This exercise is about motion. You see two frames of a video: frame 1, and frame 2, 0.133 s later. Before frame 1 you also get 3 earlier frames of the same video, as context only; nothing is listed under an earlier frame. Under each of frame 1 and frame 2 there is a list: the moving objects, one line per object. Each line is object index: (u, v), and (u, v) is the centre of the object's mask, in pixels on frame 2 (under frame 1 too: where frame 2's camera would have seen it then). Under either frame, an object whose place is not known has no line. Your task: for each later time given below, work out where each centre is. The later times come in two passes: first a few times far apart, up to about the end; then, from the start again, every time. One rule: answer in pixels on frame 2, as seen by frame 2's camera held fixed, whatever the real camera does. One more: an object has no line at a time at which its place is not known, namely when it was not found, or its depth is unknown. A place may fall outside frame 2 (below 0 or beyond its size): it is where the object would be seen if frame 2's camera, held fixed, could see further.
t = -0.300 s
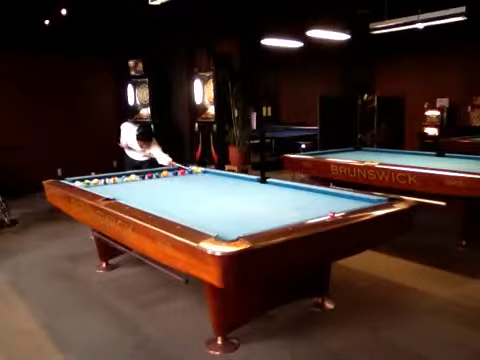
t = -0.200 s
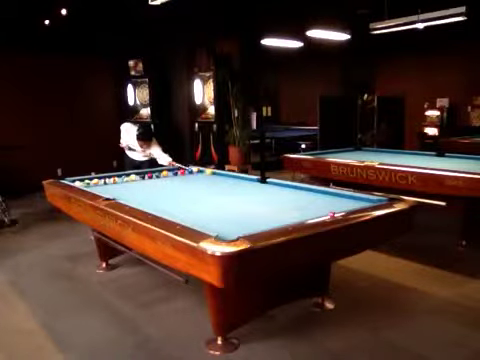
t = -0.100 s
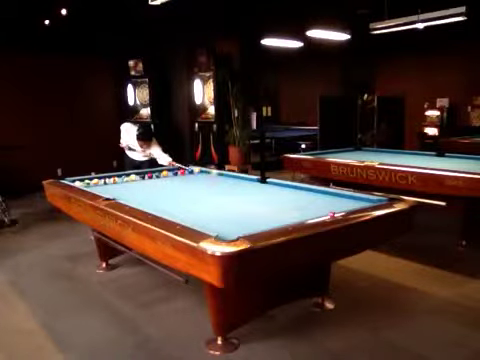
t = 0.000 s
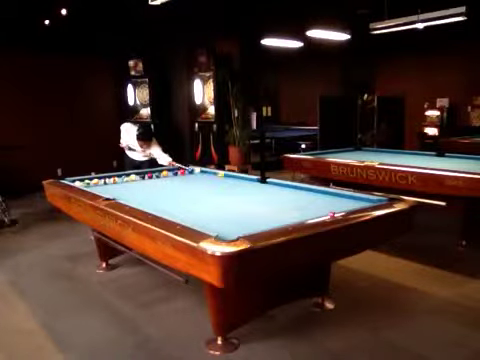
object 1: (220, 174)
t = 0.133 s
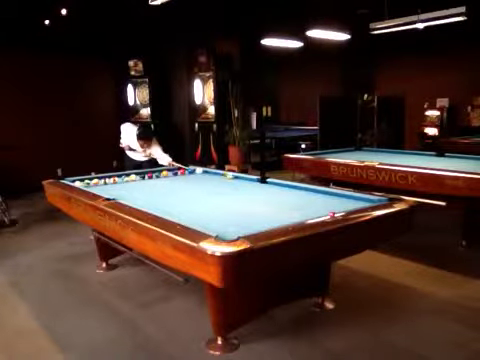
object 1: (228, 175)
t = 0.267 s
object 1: (238, 178)
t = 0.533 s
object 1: (259, 181)
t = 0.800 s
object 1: (281, 185)
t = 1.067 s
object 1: (304, 189)
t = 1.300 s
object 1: (327, 195)
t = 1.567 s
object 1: (357, 200)
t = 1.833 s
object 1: (364, 201)
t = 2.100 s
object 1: (349, 198)
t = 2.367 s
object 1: (336, 196)
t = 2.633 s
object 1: (325, 194)
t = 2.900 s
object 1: (315, 191)
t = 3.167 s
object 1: (304, 189)
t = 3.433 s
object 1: (296, 187)
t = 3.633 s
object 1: (290, 186)
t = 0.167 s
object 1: (229, 176)
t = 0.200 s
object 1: (234, 177)
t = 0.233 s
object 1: (236, 177)
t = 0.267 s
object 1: (238, 178)
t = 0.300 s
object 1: (241, 178)
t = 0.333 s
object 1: (243, 178)
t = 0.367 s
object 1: (246, 179)
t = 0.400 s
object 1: (249, 179)
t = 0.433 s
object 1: (251, 179)
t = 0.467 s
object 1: (255, 180)
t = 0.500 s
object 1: (258, 180)
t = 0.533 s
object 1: (259, 181)
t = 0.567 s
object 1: (261, 181)
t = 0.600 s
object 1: (261, 181)
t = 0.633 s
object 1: (268, 182)
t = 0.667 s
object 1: (269, 183)
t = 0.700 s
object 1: (270, 183)
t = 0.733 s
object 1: (275, 184)
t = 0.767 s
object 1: (277, 185)
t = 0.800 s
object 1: (281, 185)
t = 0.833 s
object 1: (283, 186)
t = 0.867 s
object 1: (286, 187)
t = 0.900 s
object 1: (289, 187)
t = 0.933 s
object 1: (292, 187)
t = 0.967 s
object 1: (295, 188)
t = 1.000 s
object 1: (298, 188)
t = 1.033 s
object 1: (301, 188)
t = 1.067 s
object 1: (304, 189)
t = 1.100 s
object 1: (308, 190)
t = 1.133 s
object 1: (310, 190)
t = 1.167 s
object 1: (314, 190)
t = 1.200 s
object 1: (315, 192)
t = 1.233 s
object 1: (323, 194)
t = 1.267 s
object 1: (324, 194)
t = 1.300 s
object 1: (327, 195)
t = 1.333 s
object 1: (331, 195)
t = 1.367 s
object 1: (334, 196)
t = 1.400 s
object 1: (338, 196)
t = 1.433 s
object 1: (341, 197)
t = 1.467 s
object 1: (345, 198)
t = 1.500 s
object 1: (349, 198)
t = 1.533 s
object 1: (353, 199)
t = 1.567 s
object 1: (357, 200)
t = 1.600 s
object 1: (360, 201)
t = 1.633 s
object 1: (364, 201)
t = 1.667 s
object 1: (368, 202)
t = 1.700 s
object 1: (372, 202)
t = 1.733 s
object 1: (372, 202)
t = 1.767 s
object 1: (369, 202)
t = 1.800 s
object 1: (367, 202)
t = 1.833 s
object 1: (364, 201)
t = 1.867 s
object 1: (364, 201)
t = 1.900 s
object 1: (361, 201)
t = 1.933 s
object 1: (360, 201)
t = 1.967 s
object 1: (357, 200)
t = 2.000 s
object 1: (355, 199)
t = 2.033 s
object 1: (353, 199)
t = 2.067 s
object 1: (351, 198)
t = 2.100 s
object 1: (349, 198)
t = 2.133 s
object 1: (348, 198)
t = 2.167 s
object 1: (346, 197)
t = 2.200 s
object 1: (344, 197)
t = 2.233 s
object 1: (343, 197)
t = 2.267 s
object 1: (341, 197)
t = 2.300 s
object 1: (340, 196)
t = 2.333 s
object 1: (338, 196)
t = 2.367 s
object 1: (336, 196)
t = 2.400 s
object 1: (335, 195)
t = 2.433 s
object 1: (335, 195)
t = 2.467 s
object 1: (332, 195)
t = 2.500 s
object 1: (330, 195)
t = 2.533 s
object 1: (329, 195)
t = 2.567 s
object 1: (328, 194)
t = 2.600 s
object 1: (326, 194)
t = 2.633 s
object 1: (325, 194)
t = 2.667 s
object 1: (323, 193)
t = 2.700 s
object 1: (322, 193)
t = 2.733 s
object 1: (322, 192)
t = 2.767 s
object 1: (321, 192)
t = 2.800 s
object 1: (319, 192)
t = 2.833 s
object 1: (319, 192)
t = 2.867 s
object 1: (316, 191)
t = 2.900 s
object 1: (315, 191)
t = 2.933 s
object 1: (314, 190)
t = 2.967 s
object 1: (313, 190)
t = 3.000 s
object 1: (311, 190)
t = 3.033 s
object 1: (309, 190)
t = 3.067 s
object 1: (308, 190)
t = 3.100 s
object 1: (307, 189)
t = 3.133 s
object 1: (305, 189)
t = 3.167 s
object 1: (304, 189)
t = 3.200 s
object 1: (303, 188)
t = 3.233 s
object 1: (302, 188)
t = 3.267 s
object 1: (301, 188)
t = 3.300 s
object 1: (300, 188)
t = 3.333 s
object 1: (299, 188)
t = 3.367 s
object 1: (298, 188)
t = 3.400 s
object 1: (297, 187)
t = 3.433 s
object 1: (296, 187)
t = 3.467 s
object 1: (294, 187)
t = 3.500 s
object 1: (293, 187)
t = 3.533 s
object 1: (293, 187)
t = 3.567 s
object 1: (292, 187)
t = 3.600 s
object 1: (291, 186)
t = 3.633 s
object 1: (290, 186)
